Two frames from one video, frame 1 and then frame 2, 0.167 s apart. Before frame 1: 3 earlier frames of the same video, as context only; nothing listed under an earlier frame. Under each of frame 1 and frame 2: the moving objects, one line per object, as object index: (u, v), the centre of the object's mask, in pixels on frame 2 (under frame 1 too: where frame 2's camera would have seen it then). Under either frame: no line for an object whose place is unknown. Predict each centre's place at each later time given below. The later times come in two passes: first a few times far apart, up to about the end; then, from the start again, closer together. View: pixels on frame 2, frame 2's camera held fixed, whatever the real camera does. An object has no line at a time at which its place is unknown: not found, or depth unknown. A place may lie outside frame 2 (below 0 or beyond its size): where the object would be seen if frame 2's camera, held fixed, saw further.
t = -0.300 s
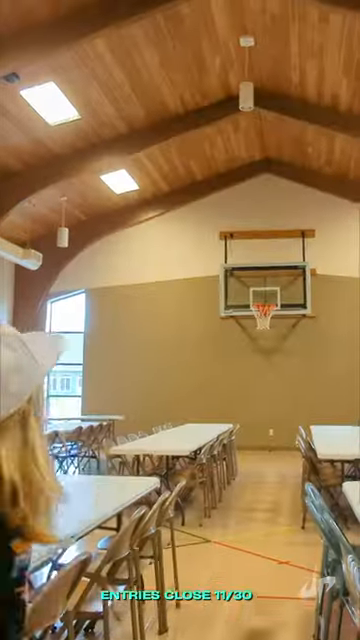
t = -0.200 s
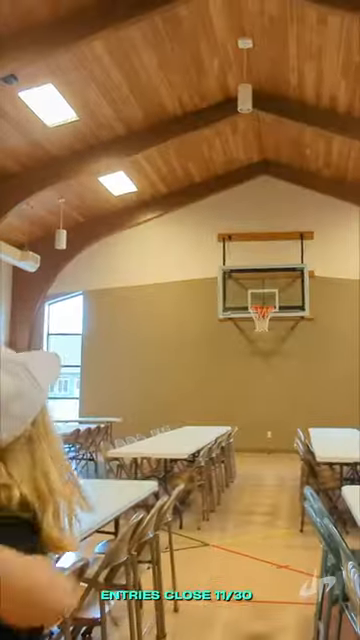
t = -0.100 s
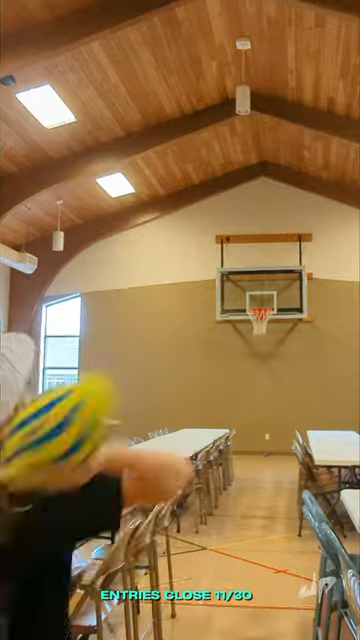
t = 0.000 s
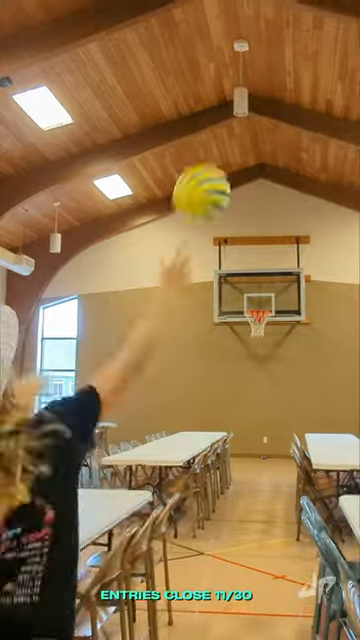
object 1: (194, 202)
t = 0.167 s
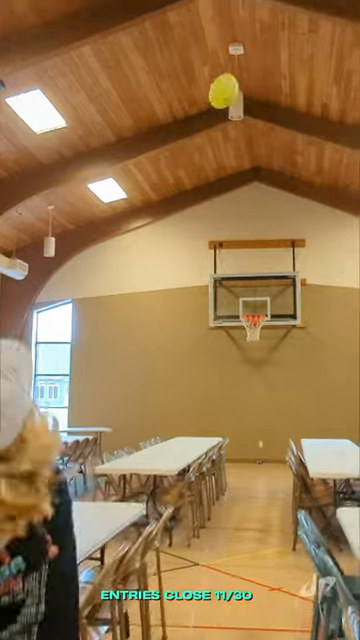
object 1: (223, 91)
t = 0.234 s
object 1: (227, 84)
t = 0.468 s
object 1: (238, 100)
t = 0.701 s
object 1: (245, 148)
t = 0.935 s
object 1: (250, 203)
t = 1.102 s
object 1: (251, 246)
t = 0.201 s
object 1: (225, 86)
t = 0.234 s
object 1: (227, 84)
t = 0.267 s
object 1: (229, 83)
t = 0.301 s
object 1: (232, 84)
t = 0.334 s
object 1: (233, 86)
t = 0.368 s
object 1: (235, 89)
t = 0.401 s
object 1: (236, 93)
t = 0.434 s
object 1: (237, 97)
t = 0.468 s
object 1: (238, 100)
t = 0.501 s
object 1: (240, 106)
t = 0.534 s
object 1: (240, 112)
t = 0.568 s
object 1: (243, 120)
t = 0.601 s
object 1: (242, 126)
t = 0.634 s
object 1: (243, 133)
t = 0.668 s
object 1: (244, 140)
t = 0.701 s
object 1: (245, 148)
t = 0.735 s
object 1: (246, 155)
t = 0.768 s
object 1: (246, 162)
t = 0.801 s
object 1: (247, 170)
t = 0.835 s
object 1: (248, 179)
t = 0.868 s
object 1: (249, 187)
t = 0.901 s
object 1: (250, 196)
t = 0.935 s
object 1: (250, 203)
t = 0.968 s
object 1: (250, 212)
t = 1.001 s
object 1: (251, 219)
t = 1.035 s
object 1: (252, 229)
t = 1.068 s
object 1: (251, 240)
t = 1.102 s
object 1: (251, 246)
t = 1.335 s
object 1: (254, 312)
